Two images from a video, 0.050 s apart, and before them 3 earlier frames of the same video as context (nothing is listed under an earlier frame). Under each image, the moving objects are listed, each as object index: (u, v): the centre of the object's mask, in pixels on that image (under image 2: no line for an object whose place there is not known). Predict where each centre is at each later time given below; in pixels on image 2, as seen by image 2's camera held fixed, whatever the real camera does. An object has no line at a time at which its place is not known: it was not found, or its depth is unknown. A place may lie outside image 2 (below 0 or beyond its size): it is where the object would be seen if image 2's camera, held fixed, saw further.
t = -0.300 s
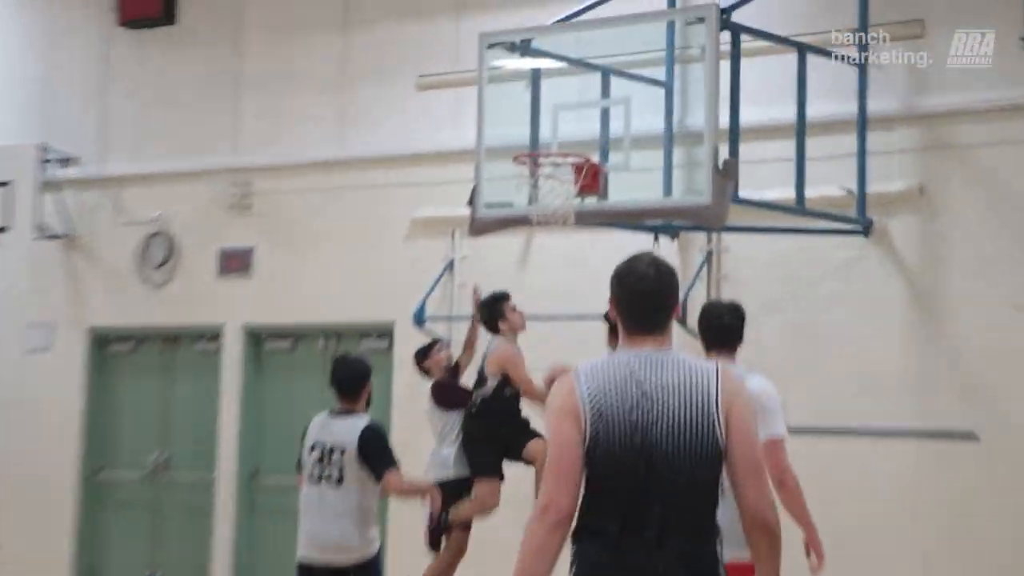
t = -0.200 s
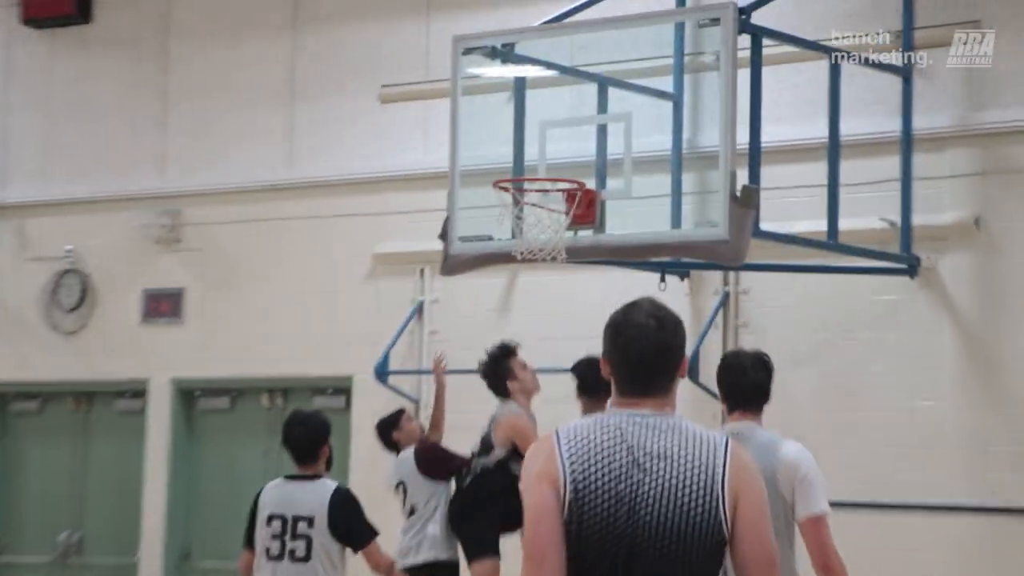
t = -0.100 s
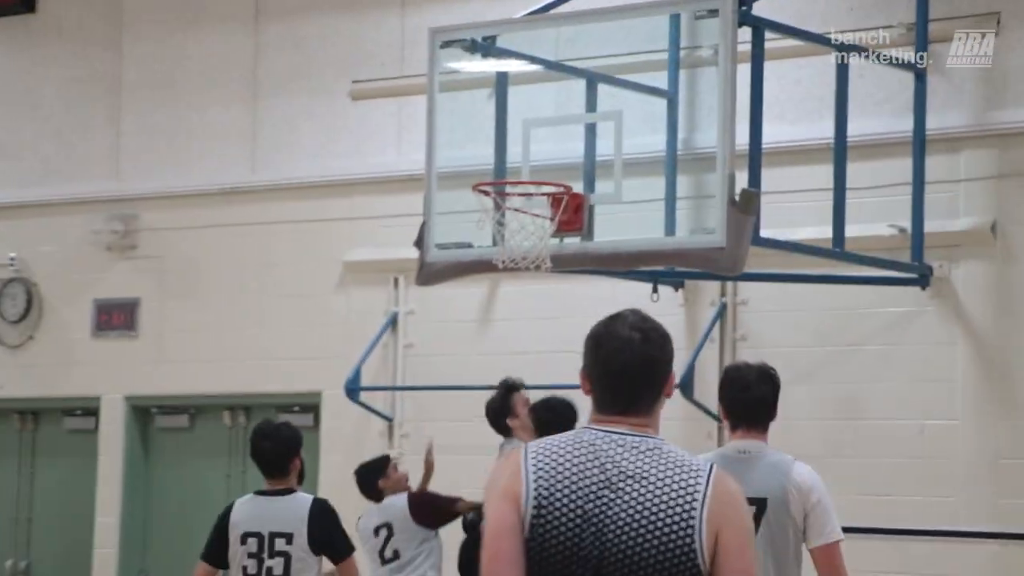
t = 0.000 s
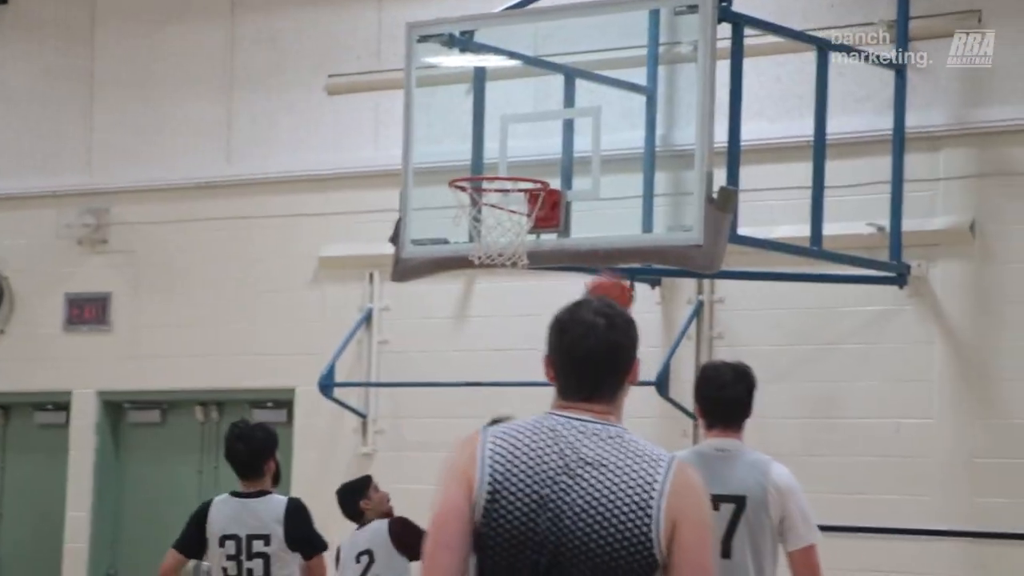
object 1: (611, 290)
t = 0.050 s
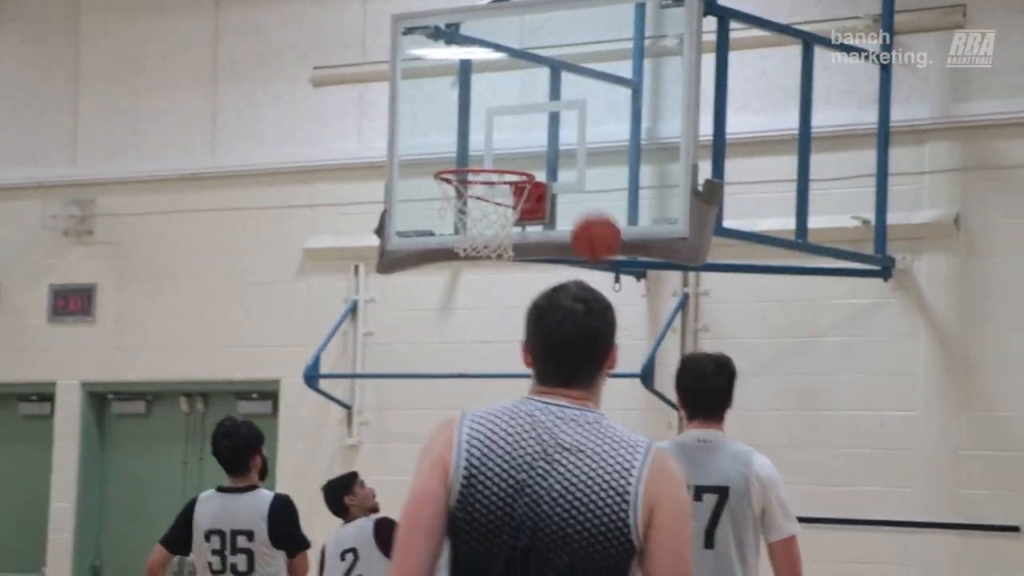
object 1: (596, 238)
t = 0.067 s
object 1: (597, 220)
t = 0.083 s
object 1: (598, 203)
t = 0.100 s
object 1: (598, 187)
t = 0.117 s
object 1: (600, 173)
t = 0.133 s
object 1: (600, 158)
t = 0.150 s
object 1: (601, 145)
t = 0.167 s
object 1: (602, 131)
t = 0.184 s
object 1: (603, 119)
